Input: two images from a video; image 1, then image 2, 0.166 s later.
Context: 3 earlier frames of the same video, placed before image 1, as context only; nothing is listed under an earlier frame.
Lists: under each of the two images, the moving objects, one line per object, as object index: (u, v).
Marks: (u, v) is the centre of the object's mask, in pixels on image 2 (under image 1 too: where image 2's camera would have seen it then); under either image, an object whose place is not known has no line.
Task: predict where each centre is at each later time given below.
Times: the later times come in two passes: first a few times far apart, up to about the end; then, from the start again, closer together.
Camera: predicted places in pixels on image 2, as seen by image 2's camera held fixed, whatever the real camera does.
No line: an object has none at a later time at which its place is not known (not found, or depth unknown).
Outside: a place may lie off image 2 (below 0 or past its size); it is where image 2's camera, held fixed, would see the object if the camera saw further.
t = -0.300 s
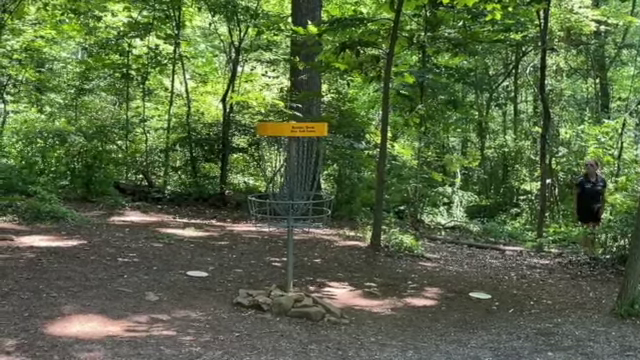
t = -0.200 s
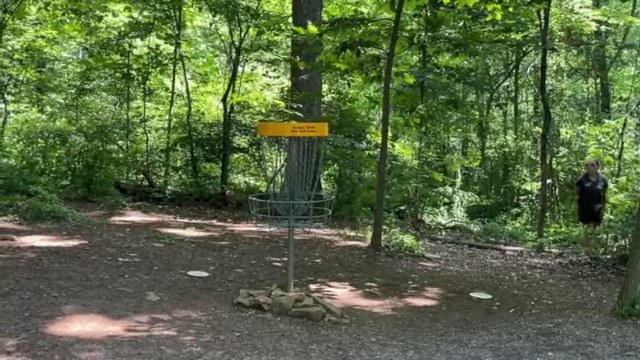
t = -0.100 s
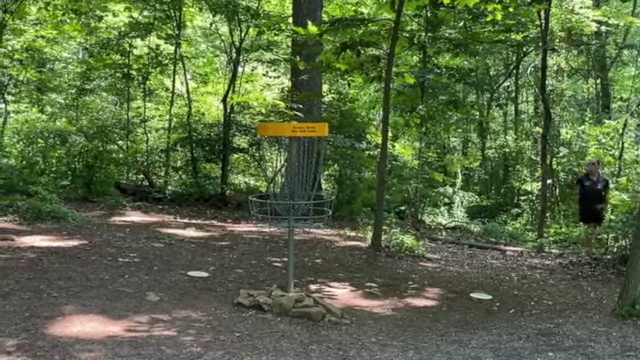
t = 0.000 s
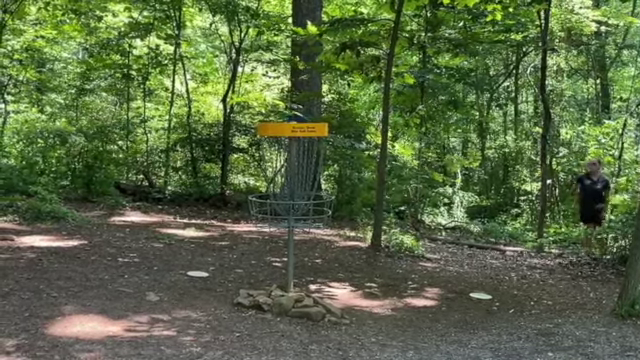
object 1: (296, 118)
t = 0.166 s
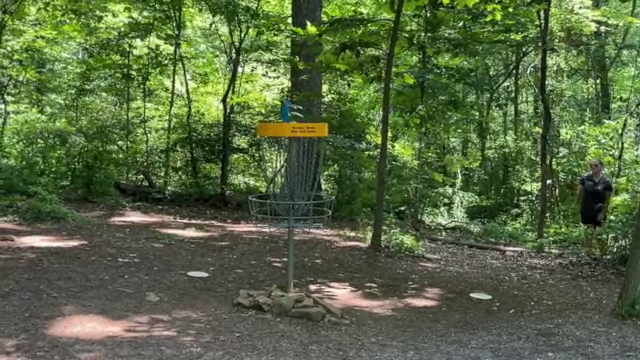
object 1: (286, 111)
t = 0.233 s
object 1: (289, 111)
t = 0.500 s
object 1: (266, 172)
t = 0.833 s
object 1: (263, 276)
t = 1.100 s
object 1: (268, 281)
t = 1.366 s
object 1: (266, 281)
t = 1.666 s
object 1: (266, 282)
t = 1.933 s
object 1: (266, 282)
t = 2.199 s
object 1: (265, 282)
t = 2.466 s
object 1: (266, 282)
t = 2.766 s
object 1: (266, 282)
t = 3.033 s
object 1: (266, 282)
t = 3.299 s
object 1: (265, 282)
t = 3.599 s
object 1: (265, 282)
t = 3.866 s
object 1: (265, 282)
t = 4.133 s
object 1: (265, 282)
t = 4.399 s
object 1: (266, 282)
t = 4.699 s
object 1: (266, 282)
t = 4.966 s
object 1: (266, 282)
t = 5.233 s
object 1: (266, 282)
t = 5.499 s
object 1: (265, 282)
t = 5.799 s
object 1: (266, 282)
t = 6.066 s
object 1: (265, 282)
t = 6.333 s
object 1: (266, 282)
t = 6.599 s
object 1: (266, 282)
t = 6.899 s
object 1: (266, 282)
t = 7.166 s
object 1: (266, 282)
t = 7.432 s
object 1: (266, 282)
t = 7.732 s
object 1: (266, 282)
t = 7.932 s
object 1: (266, 282)
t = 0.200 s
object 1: (287, 112)
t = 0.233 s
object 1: (289, 111)
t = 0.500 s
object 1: (266, 172)
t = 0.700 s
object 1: (263, 259)
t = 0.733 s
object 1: (262, 275)
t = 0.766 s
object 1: (262, 275)
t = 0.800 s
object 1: (262, 277)
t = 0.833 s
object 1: (263, 276)
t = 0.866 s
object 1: (263, 275)
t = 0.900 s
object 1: (264, 275)
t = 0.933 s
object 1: (265, 276)
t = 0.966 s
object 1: (266, 277)
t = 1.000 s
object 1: (266, 277)
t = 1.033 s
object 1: (267, 279)
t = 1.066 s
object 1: (267, 281)
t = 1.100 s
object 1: (268, 281)
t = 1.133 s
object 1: (268, 280)
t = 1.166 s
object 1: (267, 280)
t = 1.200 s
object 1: (266, 280)
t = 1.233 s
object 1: (266, 280)
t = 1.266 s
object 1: (265, 281)
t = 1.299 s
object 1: (266, 281)
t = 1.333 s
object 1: (266, 281)
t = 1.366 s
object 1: (266, 281)
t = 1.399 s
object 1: (266, 281)
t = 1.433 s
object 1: (265, 281)
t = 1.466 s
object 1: (266, 281)
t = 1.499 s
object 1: (266, 281)
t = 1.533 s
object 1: (266, 282)
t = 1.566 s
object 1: (266, 282)
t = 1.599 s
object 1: (266, 282)
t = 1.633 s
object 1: (266, 282)
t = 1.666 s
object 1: (266, 282)
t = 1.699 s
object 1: (266, 281)
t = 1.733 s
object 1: (265, 281)
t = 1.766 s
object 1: (265, 281)
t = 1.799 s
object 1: (265, 282)
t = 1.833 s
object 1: (266, 282)
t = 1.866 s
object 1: (266, 282)
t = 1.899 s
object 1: (266, 282)
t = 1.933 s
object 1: (266, 282)
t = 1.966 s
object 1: (266, 282)
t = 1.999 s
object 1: (266, 282)
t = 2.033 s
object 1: (266, 282)
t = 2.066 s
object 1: (266, 282)
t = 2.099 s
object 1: (266, 282)
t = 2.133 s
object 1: (266, 282)
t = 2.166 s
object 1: (266, 282)
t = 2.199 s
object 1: (265, 282)
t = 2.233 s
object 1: (266, 282)
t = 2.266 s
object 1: (266, 282)
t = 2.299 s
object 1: (266, 282)
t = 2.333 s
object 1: (266, 282)
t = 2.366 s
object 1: (266, 282)
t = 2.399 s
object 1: (266, 282)
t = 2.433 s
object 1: (265, 282)
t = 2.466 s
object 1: (266, 282)
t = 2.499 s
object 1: (266, 282)
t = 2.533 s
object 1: (266, 282)
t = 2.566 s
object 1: (266, 282)
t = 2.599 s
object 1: (266, 282)
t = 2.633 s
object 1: (266, 282)
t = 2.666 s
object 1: (266, 282)
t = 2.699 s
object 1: (266, 282)
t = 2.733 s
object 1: (266, 282)
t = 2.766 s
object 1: (266, 282)
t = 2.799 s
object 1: (266, 282)
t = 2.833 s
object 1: (266, 282)
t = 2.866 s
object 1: (266, 282)
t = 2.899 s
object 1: (266, 282)
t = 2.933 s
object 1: (266, 282)
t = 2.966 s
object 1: (265, 282)
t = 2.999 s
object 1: (266, 282)
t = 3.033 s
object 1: (266, 282)
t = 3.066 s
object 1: (266, 282)
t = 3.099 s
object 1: (265, 282)
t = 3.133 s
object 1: (266, 282)
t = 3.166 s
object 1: (266, 282)
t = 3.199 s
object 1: (266, 282)
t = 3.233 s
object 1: (265, 282)
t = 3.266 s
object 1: (265, 282)
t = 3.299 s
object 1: (265, 282)
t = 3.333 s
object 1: (266, 282)
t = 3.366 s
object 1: (265, 282)
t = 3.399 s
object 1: (265, 282)
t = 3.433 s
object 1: (265, 282)
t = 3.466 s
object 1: (266, 282)
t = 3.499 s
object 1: (266, 282)
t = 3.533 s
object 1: (265, 282)
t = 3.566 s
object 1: (266, 282)
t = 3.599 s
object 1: (265, 282)
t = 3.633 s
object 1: (265, 282)
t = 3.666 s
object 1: (265, 282)
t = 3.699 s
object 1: (265, 282)
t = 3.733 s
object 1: (265, 282)
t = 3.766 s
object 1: (265, 282)
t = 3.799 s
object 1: (265, 282)
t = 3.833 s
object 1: (265, 282)
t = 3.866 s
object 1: (265, 282)
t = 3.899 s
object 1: (265, 282)
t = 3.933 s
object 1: (265, 282)
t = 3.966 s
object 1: (265, 282)
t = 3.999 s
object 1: (265, 282)
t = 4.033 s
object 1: (265, 282)
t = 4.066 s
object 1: (266, 282)
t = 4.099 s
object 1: (266, 282)
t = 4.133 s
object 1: (265, 282)
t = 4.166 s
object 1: (265, 282)
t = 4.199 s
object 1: (265, 282)
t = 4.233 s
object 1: (265, 282)
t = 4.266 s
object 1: (265, 282)
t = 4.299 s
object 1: (266, 282)
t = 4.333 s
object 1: (266, 282)
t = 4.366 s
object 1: (266, 282)
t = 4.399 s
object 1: (266, 282)
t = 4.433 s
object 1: (265, 282)
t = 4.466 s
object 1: (266, 282)
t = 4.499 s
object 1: (266, 282)
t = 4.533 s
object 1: (265, 282)
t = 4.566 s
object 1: (265, 282)
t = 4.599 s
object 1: (265, 282)
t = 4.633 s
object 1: (266, 282)
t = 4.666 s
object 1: (266, 282)
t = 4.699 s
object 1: (266, 282)
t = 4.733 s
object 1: (265, 282)
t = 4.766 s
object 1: (265, 282)
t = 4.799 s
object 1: (266, 282)
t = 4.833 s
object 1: (266, 282)
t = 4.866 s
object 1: (266, 282)
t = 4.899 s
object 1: (266, 282)
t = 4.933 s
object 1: (266, 282)
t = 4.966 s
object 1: (266, 282)
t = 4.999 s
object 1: (265, 282)
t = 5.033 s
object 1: (265, 282)
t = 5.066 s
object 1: (265, 282)
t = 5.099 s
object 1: (266, 282)
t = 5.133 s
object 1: (266, 282)
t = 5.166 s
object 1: (265, 282)
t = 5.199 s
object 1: (265, 282)
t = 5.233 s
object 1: (266, 282)
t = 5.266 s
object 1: (265, 282)
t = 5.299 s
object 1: (265, 282)
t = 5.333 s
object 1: (265, 282)
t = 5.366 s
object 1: (265, 282)
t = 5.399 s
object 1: (265, 282)
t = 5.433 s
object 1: (265, 282)
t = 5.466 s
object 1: (266, 282)
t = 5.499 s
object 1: (265, 282)
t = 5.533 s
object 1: (265, 282)
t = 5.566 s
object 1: (265, 282)
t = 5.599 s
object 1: (265, 282)
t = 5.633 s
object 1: (265, 282)
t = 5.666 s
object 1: (265, 282)
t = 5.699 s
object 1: (265, 282)
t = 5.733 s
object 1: (265, 282)
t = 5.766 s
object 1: (265, 282)
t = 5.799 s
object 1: (266, 282)
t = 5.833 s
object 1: (266, 282)
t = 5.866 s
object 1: (266, 282)
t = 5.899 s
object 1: (265, 282)
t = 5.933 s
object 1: (265, 282)
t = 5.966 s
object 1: (265, 282)
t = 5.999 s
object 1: (266, 282)
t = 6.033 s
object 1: (265, 282)
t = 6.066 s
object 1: (265, 282)
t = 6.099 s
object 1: (265, 282)
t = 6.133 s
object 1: (265, 282)
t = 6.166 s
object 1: (266, 282)
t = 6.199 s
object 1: (266, 282)
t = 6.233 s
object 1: (266, 282)
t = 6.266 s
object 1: (266, 282)
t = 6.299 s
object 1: (266, 282)
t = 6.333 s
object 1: (266, 282)
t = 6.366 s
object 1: (266, 282)
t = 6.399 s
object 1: (266, 282)
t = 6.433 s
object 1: (266, 282)
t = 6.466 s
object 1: (265, 282)
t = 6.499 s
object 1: (266, 282)
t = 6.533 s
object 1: (266, 282)
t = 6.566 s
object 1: (265, 282)
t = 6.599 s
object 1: (266, 282)
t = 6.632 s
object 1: (266, 282)
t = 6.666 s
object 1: (266, 282)
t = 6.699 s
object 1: (266, 282)
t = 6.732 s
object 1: (266, 282)
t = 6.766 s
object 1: (266, 282)
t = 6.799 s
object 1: (266, 282)
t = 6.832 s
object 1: (266, 282)
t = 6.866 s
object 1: (266, 282)
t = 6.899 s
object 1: (266, 282)
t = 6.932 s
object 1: (266, 282)
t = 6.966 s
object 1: (266, 282)
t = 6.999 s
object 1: (266, 282)
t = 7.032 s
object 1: (266, 282)
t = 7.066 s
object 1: (266, 282)
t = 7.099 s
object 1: (266, 282)
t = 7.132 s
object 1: (266, 282)
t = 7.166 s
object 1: (266, 282)
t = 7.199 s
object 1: (266, 282)
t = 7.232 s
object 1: (266, 282)
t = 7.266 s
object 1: (266, 282)
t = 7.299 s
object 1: (266, 282)
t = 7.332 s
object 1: (266, 282)
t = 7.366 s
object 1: (266, 282)
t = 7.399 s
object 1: (266, 282)
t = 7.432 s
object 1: (266, 282)
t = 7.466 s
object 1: (266, 282)
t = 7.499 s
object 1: (266, 282)
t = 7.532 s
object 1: (266, 282)
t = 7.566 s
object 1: (266, 282)
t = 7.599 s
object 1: (266, 282)
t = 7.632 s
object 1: (266, 282)
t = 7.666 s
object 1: (266, 282)
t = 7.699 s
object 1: (266, 282)
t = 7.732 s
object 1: (266, 282)
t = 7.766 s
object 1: (266, 282)
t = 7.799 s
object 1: (266, 282)
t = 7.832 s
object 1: (266, 282)
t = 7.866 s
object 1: (266, 282)
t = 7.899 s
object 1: (266, 282)
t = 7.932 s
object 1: (266, 282)
